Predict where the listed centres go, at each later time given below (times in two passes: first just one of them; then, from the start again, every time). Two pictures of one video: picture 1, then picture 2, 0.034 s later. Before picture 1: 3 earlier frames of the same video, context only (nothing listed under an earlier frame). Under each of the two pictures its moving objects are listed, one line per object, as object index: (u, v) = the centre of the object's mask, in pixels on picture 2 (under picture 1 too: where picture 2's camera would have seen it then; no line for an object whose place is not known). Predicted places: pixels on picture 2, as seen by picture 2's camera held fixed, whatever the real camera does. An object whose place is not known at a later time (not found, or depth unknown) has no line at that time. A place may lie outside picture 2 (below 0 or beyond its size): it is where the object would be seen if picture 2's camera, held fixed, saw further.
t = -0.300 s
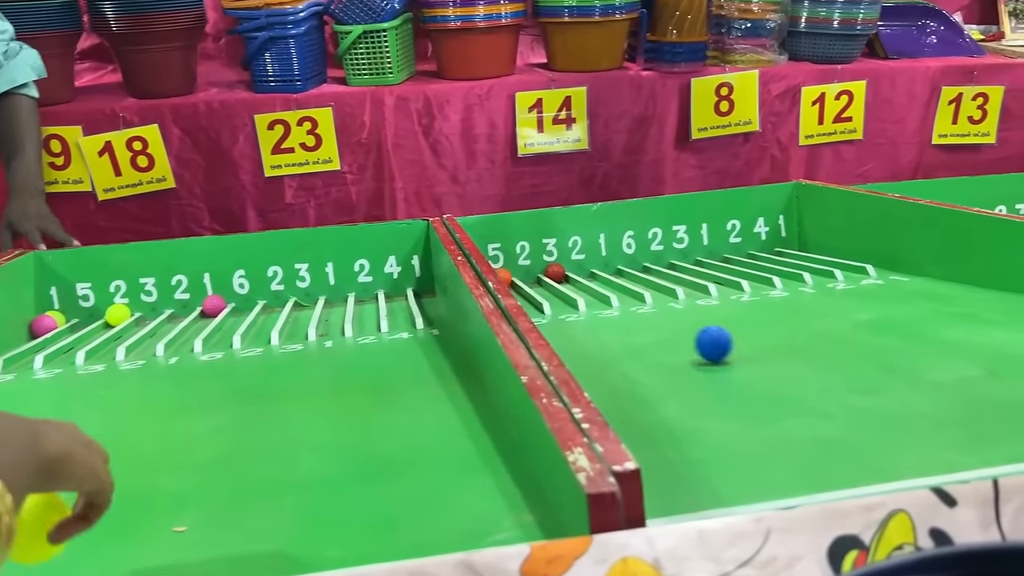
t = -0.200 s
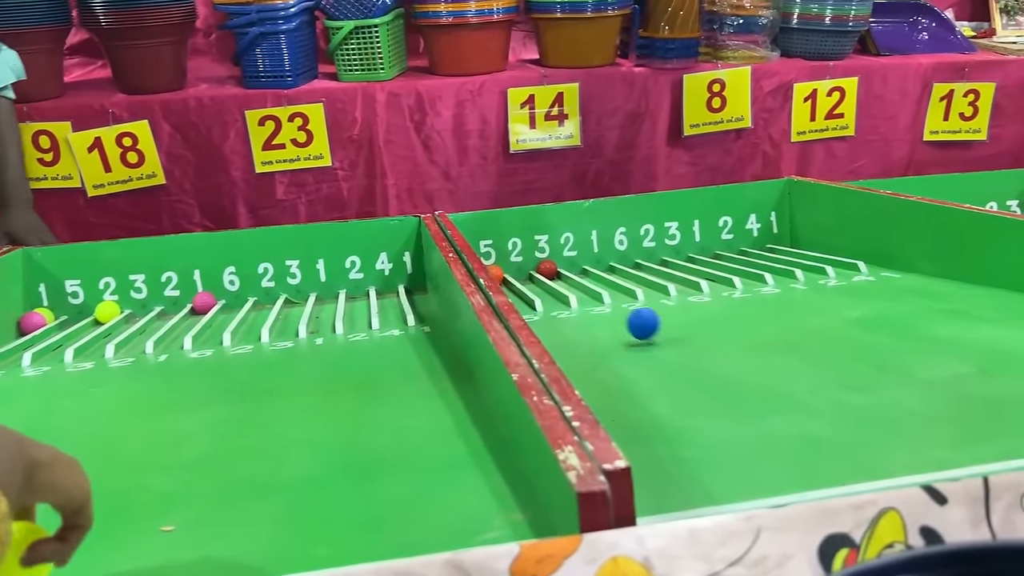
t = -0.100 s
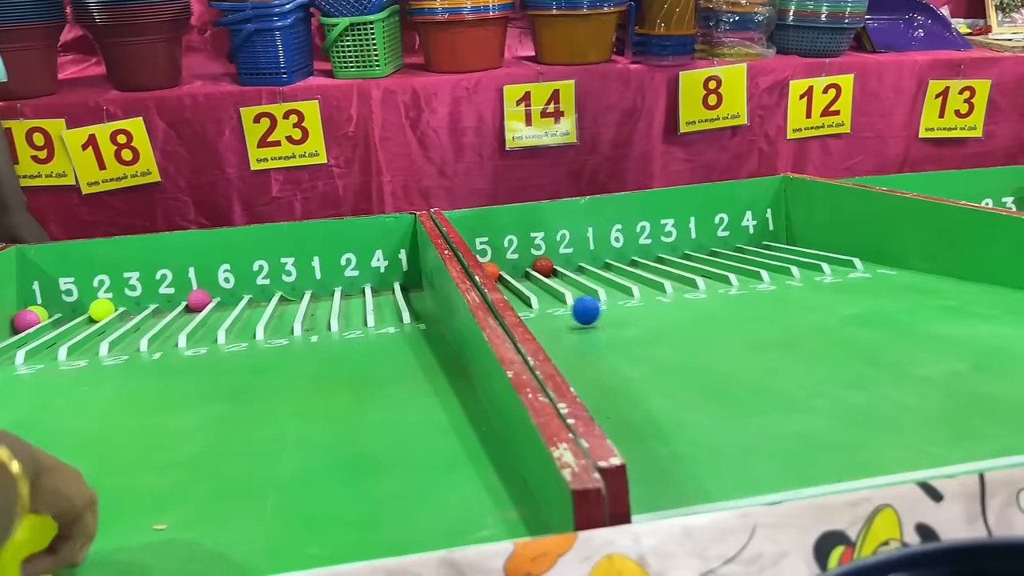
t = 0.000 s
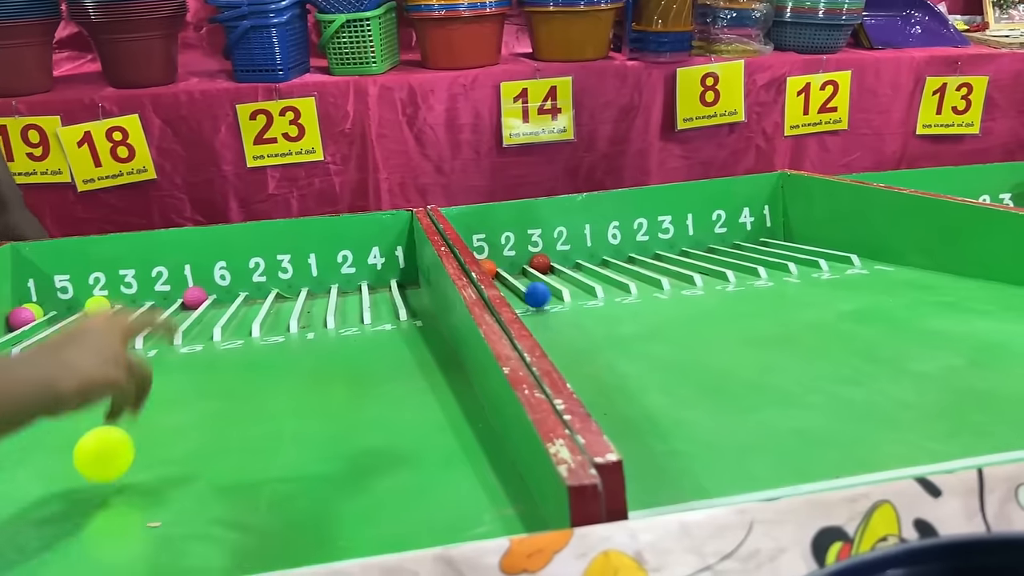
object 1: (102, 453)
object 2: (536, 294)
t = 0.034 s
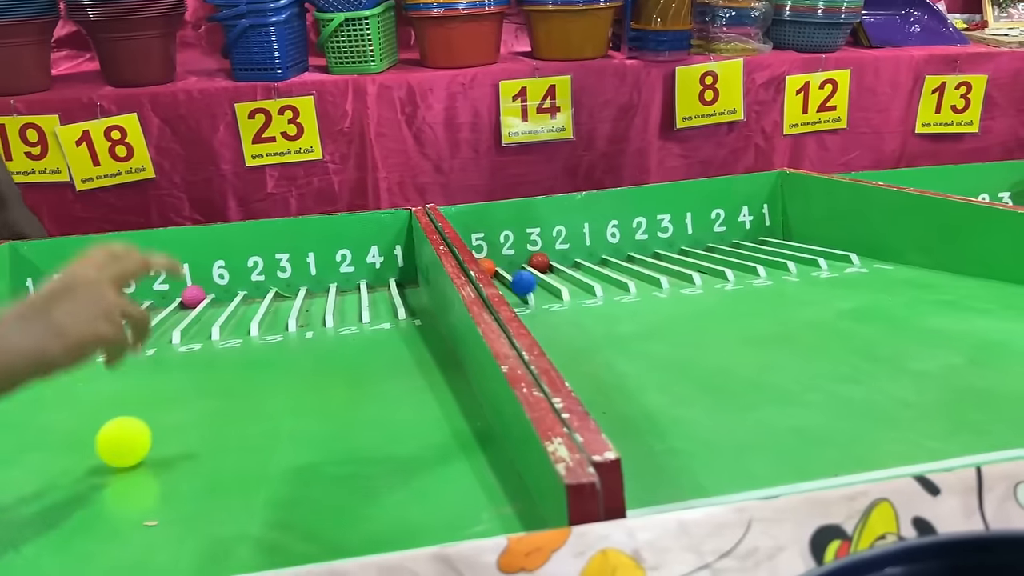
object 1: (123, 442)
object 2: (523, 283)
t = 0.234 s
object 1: (183, 351)
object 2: (486, 264)
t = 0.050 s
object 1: (131, 428)
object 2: (517, 280)
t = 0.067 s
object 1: (137, 415)
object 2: (510, 278)
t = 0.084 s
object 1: (143, 406)
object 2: (505, 279)
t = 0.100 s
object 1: (150, 400)
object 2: (502, 280)
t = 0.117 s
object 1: (157, 398)
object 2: (504, 278)
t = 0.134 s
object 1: (162, 389)
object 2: (500, 275)
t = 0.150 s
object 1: (165, 378)
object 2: (495, 272)
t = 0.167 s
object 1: (170, 372)
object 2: (492, 269)
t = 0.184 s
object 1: (174, 368)
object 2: (490, 267)
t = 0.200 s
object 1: (178, 367)
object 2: (488, 264)
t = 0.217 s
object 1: (181, 359)
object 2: (487, 263)
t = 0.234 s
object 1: (183, 351)
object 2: (486, 264)
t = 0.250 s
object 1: (185, 346)
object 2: (483, 261)
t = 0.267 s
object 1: (188, 344)
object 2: (481, 260)
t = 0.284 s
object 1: (191, 343)
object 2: (480, 260)
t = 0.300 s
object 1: (193, 339)
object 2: (479, 260)
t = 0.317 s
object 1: (194, 334)
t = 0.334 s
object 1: (195, 332)
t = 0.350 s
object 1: (196, 329)
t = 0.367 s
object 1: (197, 324)
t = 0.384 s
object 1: (198, 320)
